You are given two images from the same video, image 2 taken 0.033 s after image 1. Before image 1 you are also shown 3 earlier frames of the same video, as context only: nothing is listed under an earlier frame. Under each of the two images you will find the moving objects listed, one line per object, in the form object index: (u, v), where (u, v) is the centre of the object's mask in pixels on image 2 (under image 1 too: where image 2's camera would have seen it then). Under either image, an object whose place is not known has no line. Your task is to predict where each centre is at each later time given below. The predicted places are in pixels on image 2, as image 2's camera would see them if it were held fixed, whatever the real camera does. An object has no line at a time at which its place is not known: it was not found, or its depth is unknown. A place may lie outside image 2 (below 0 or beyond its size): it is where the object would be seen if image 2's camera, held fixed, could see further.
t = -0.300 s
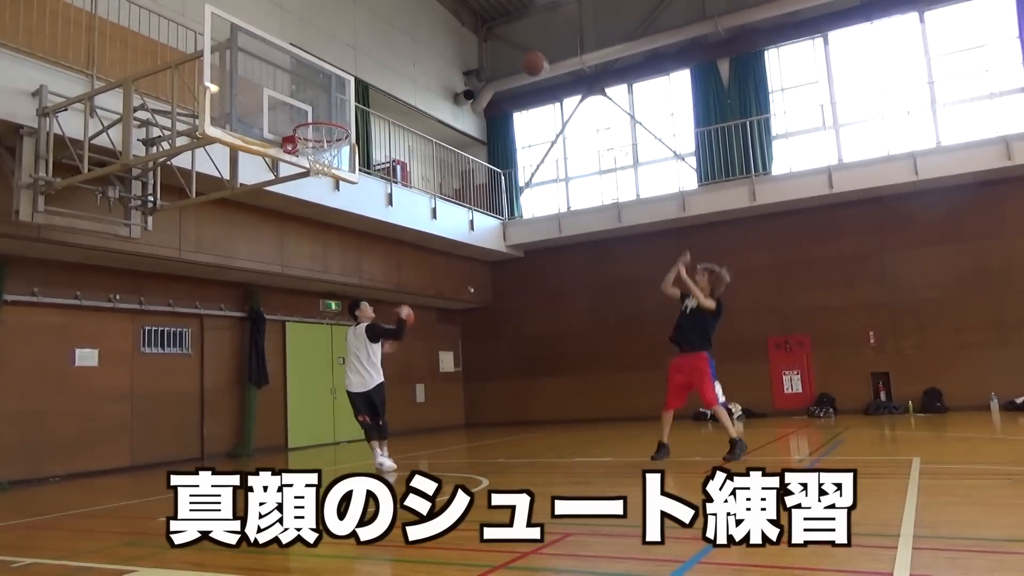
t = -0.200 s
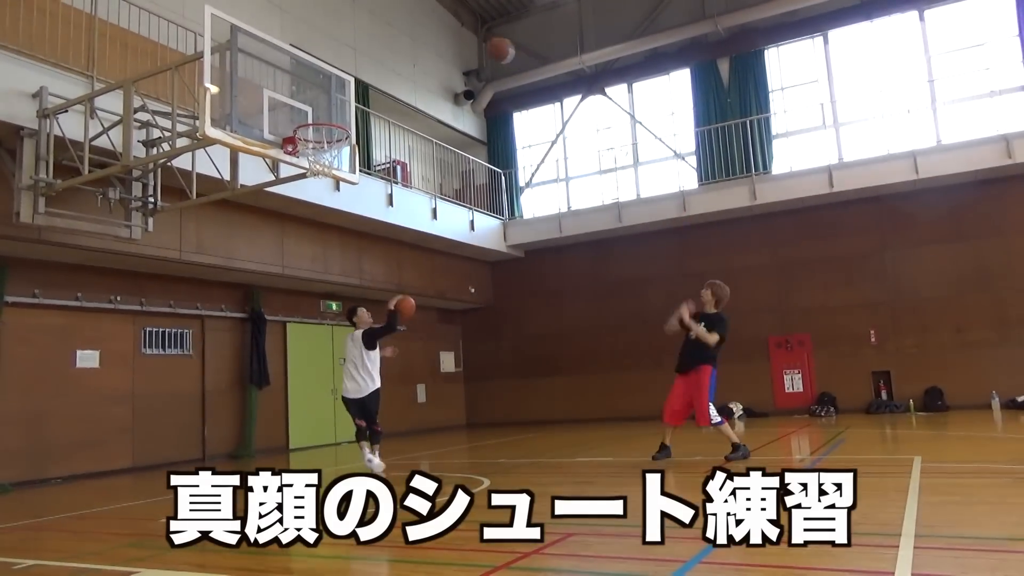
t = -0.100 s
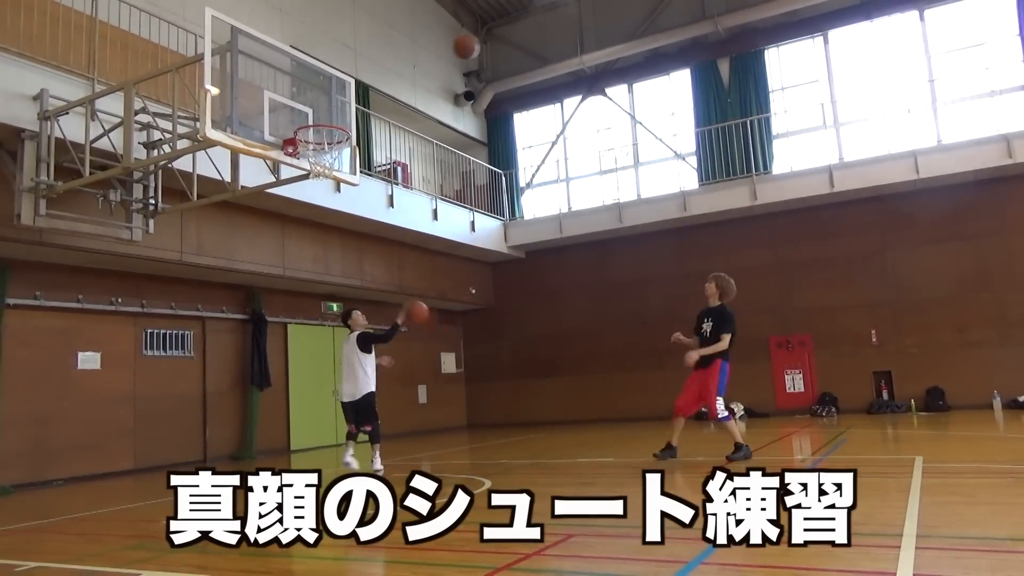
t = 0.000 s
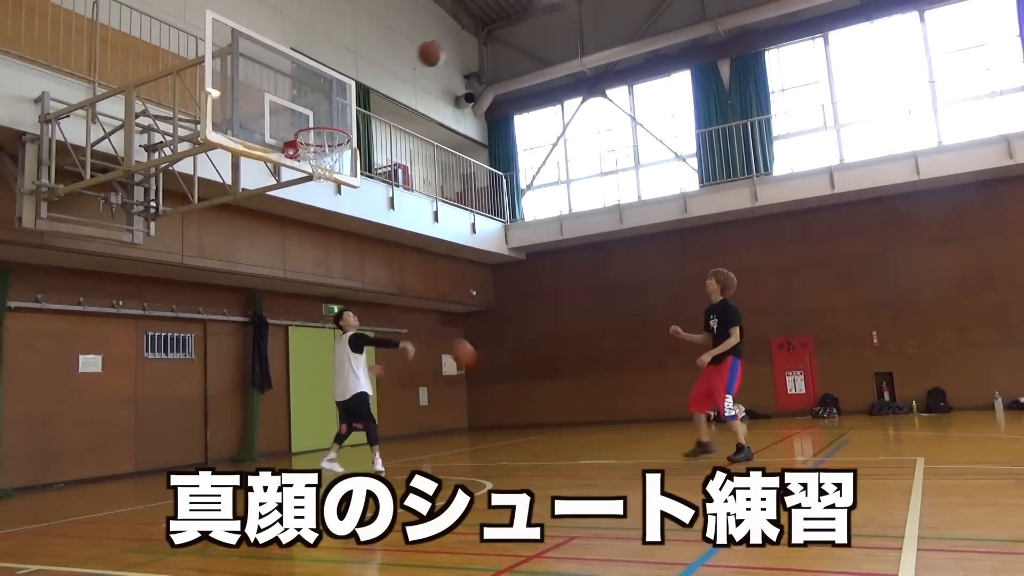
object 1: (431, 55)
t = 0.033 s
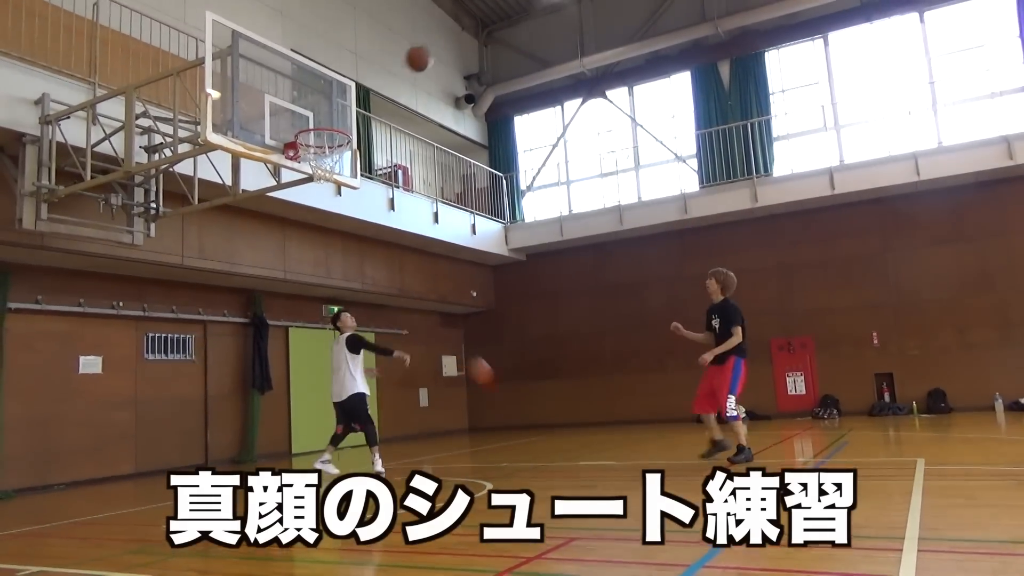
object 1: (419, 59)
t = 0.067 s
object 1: (406, 63)
